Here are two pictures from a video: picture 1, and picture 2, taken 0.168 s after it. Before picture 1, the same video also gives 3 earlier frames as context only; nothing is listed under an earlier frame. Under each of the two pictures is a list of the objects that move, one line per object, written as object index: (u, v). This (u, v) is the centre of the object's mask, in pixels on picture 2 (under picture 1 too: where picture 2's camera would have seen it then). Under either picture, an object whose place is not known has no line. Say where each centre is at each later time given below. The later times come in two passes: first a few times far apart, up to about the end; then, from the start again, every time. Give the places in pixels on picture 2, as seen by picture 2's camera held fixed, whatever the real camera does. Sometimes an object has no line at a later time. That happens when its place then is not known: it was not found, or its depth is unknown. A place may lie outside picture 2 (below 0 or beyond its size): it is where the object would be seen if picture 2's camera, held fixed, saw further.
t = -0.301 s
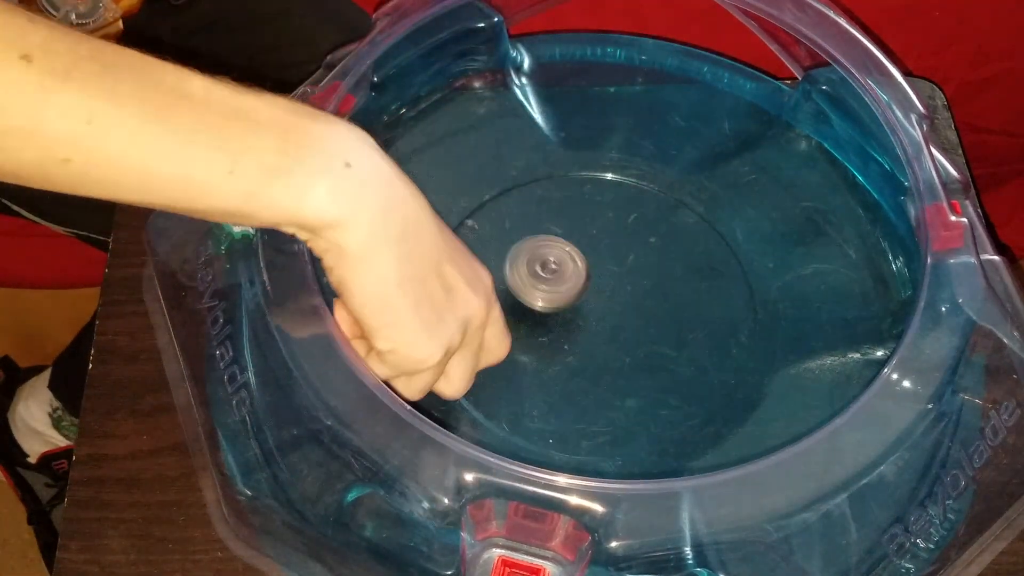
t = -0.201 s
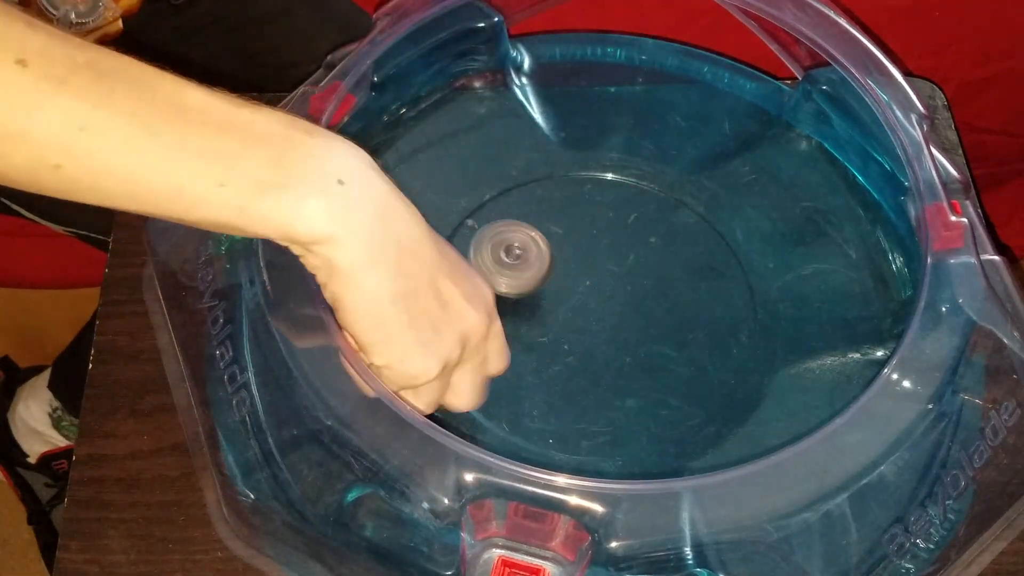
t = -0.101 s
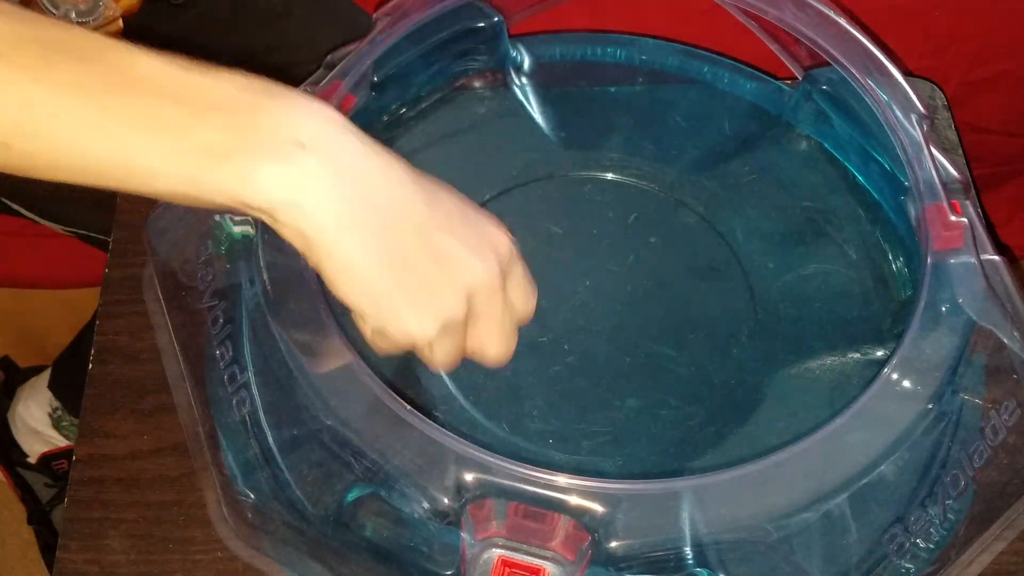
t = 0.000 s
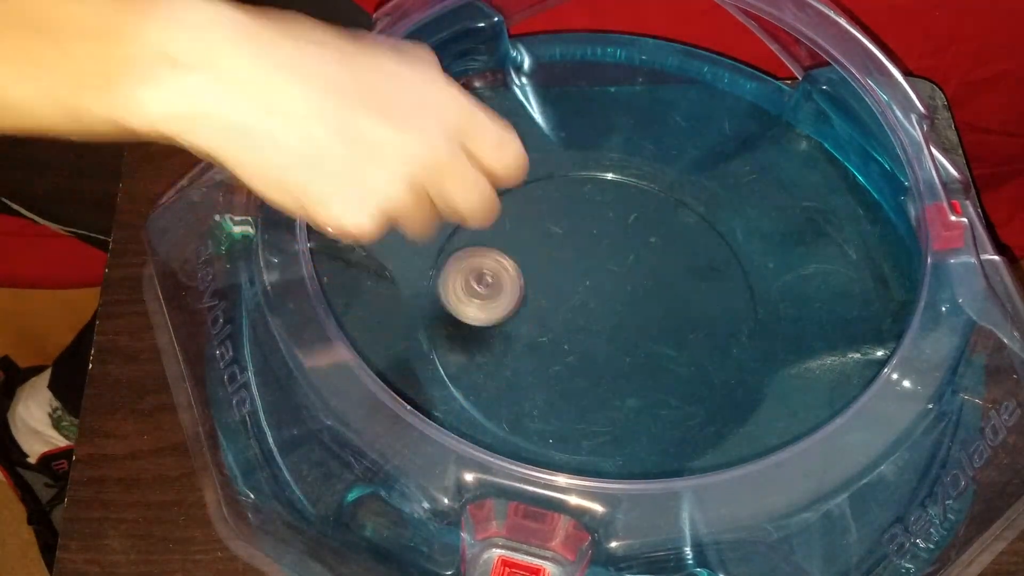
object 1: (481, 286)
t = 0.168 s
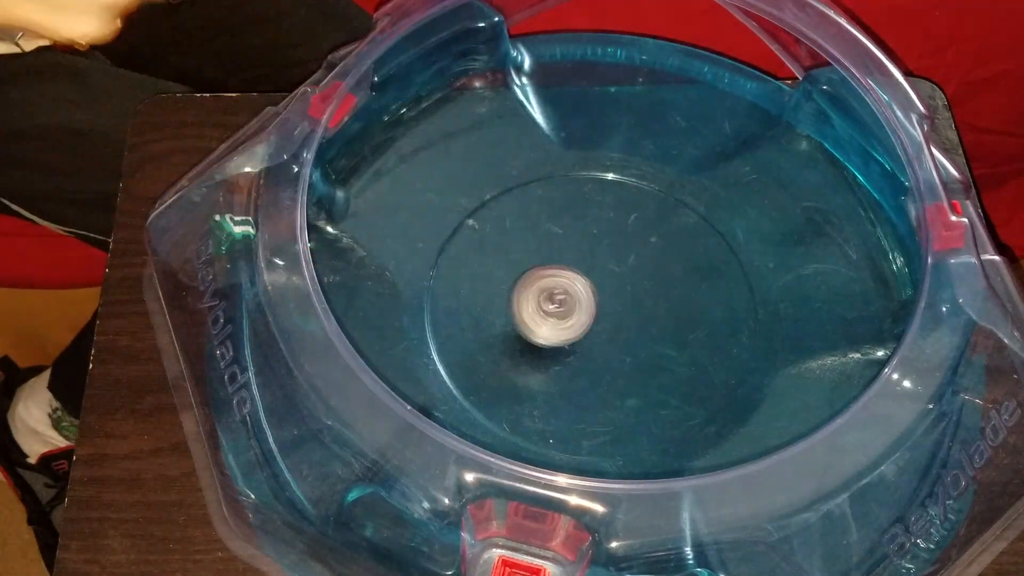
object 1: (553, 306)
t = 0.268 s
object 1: (597, 295)
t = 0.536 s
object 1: (660, 229)
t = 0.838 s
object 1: (590, 261)
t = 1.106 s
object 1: (597, 363)
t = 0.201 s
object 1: (569, 304)
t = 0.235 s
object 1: (584, 300)
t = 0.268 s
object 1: (597, 295)
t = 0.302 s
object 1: (611, 289)
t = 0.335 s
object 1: (623, 282)
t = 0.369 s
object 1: (634, 274)
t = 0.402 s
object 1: (643, 266)
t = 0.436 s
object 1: (651, 256)
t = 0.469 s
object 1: (657, 247)
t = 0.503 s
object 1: (659, 238)
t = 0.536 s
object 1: (660, 229)
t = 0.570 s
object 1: (658, 223)
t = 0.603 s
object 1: (653, 216)
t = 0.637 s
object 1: (645, 213)
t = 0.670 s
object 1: (636, 214)
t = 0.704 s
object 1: (624, 217)
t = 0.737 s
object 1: (613, 225)
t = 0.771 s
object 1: (604, 236)
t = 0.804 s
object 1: (596, 248)
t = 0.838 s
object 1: (590, 261)
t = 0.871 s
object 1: (587, 274)
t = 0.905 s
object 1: (585, 287)
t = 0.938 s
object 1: (584, 301)
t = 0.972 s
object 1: (584, 313)
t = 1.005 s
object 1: (586, 327)
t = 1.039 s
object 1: (588, 339)
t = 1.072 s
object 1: (592, 351)
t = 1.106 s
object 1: (597, 363)
